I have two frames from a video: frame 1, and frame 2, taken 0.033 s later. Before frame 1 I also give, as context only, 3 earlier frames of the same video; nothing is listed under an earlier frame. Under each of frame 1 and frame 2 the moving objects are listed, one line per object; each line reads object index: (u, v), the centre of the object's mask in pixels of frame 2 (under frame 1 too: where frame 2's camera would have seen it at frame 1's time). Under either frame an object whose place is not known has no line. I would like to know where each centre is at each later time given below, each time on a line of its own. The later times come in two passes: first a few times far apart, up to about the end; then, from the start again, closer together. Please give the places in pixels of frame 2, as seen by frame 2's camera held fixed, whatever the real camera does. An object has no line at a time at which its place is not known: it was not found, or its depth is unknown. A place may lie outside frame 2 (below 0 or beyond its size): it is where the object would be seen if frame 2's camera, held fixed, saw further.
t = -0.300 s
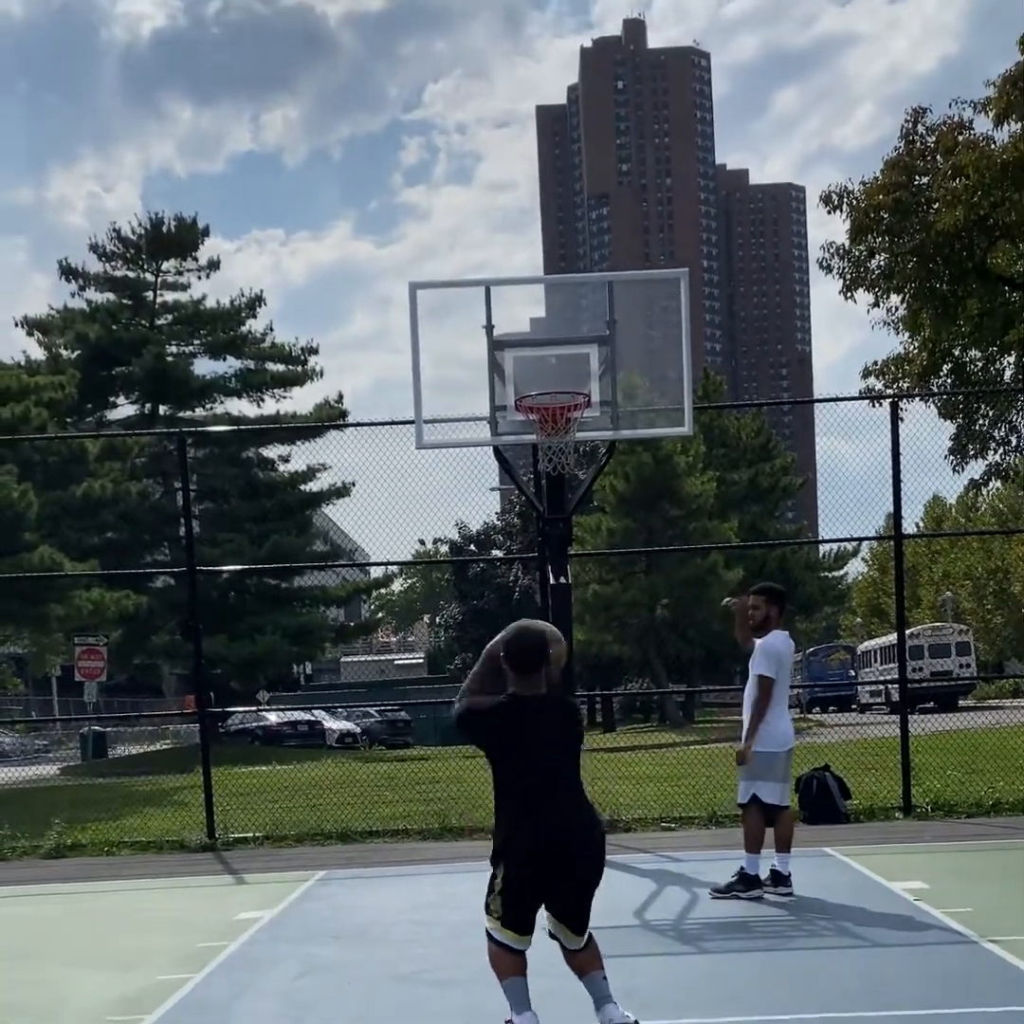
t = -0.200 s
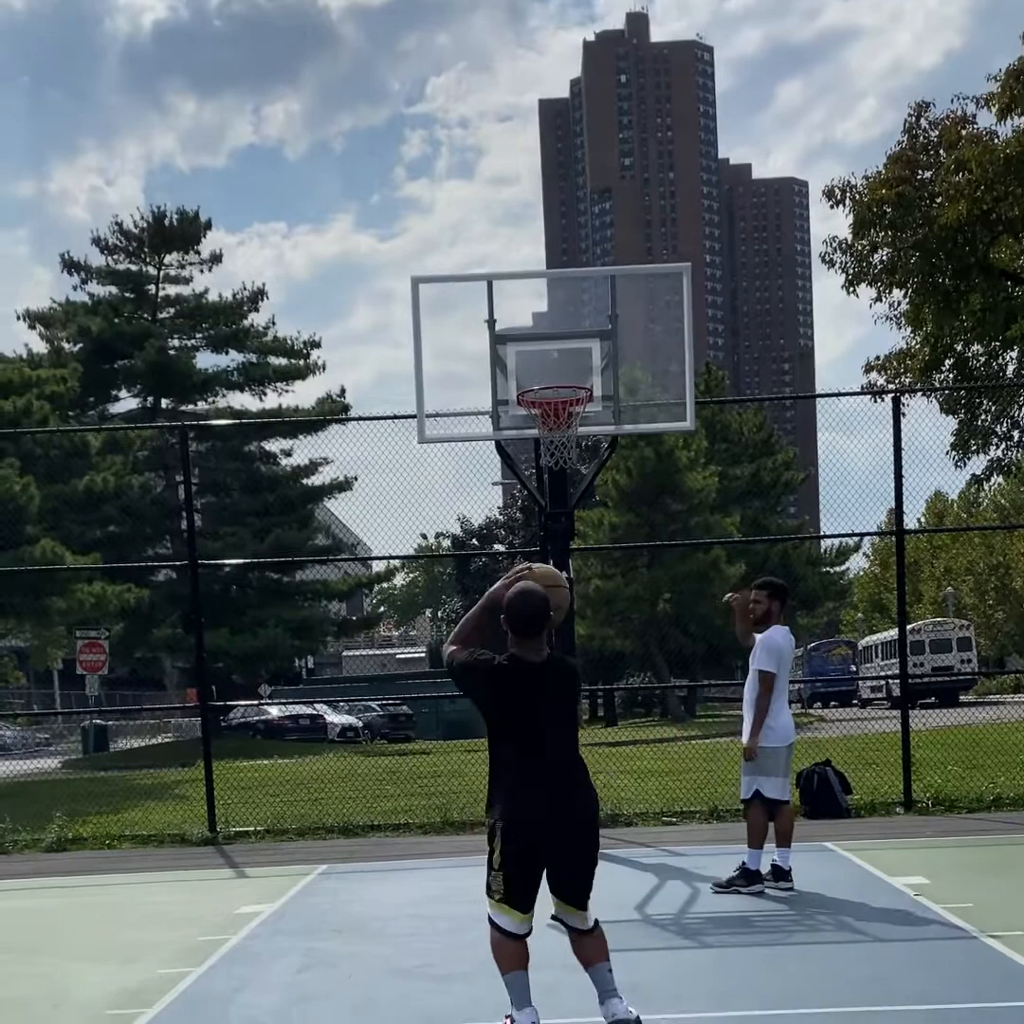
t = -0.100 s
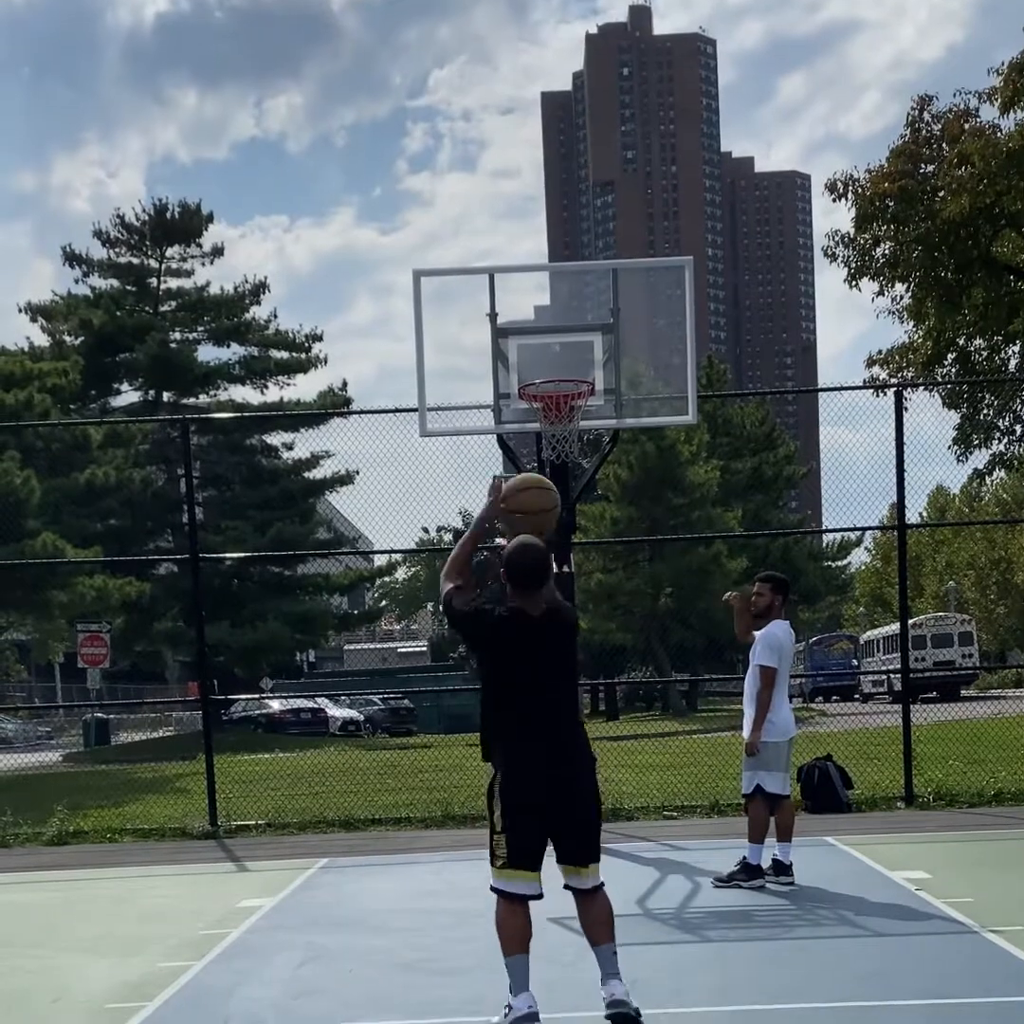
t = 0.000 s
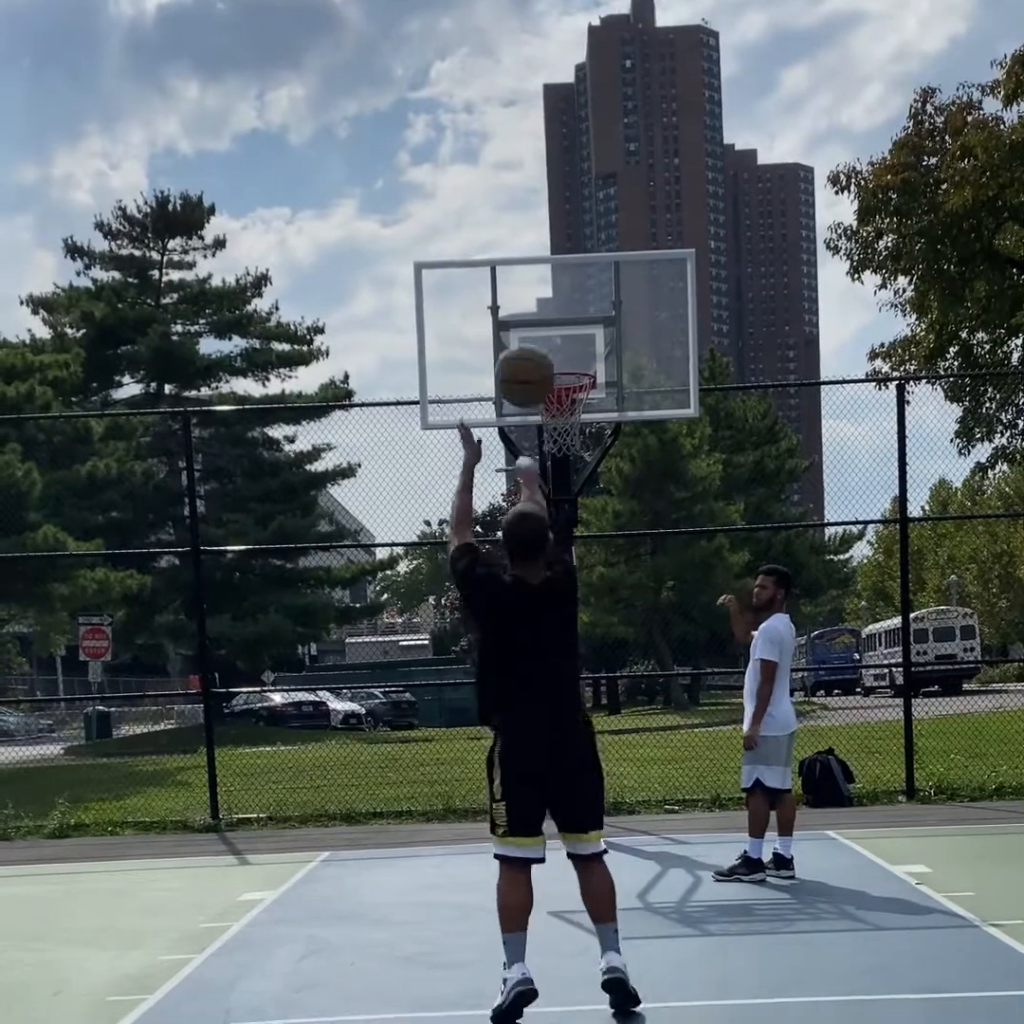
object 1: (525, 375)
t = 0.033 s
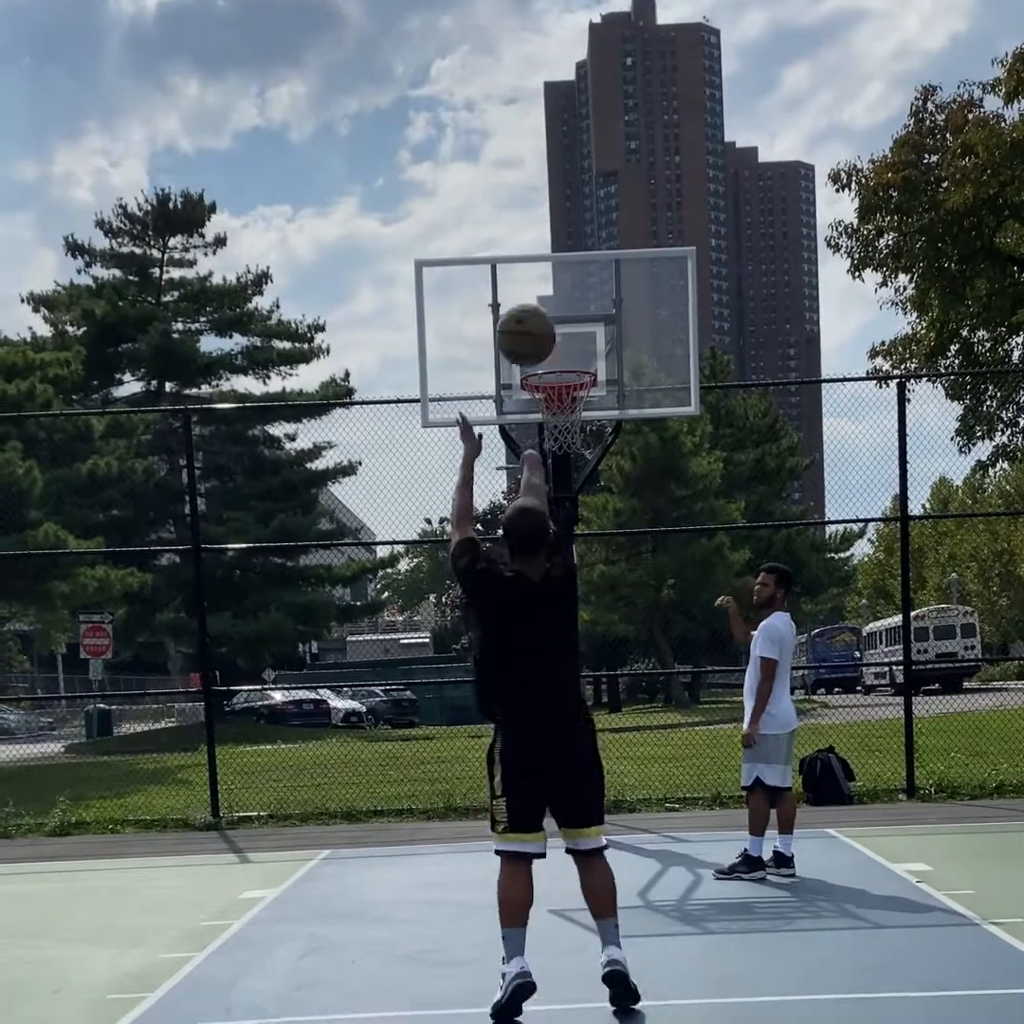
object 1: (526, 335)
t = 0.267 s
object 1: (533, 174)
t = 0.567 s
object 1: (550, 164)
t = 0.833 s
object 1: (567, 279)
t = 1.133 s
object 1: (565, 353)
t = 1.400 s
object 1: (544, 330)
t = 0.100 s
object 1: (527, 270)
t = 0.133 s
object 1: (528, 244)
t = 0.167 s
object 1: (529, 222)
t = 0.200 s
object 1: (530, 203)
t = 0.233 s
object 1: (531, 187)
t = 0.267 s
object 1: (533, 174)
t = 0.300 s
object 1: (534, 164)
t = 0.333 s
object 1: (536, 156)
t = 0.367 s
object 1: (538, 150)
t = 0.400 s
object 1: (540, 147)
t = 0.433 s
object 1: (541, 146)
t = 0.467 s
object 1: (543, 148)
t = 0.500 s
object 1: (546, 151)
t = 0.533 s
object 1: (548, 157)
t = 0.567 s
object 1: (550, 164)
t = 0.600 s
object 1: (552, 173)
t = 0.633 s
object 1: (554, 183)
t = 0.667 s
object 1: (555, 196)
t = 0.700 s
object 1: (557, 209)
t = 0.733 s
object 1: (560, 225)
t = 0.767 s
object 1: (563, 242)
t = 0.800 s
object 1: (564, 260)
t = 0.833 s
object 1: (567, 279)
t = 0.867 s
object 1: (569, 301)
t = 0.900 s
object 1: (571, 322)
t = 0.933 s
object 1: (572, 346)
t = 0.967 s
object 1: (572, 351)
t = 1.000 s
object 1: (572, 352)
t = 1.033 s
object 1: (571, 351)
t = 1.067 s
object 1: (570, 354)
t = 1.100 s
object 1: (568, 356)
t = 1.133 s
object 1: (565, 353)
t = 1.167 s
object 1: (562, 349)
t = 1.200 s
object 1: (559, 345)
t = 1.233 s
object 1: (557, 337)
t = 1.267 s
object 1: (554, 332)
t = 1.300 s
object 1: (551, 330)
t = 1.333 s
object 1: (548, 328)
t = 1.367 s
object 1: (546, 329)
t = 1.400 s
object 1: (544, 330)
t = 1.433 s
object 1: (542, 333)
